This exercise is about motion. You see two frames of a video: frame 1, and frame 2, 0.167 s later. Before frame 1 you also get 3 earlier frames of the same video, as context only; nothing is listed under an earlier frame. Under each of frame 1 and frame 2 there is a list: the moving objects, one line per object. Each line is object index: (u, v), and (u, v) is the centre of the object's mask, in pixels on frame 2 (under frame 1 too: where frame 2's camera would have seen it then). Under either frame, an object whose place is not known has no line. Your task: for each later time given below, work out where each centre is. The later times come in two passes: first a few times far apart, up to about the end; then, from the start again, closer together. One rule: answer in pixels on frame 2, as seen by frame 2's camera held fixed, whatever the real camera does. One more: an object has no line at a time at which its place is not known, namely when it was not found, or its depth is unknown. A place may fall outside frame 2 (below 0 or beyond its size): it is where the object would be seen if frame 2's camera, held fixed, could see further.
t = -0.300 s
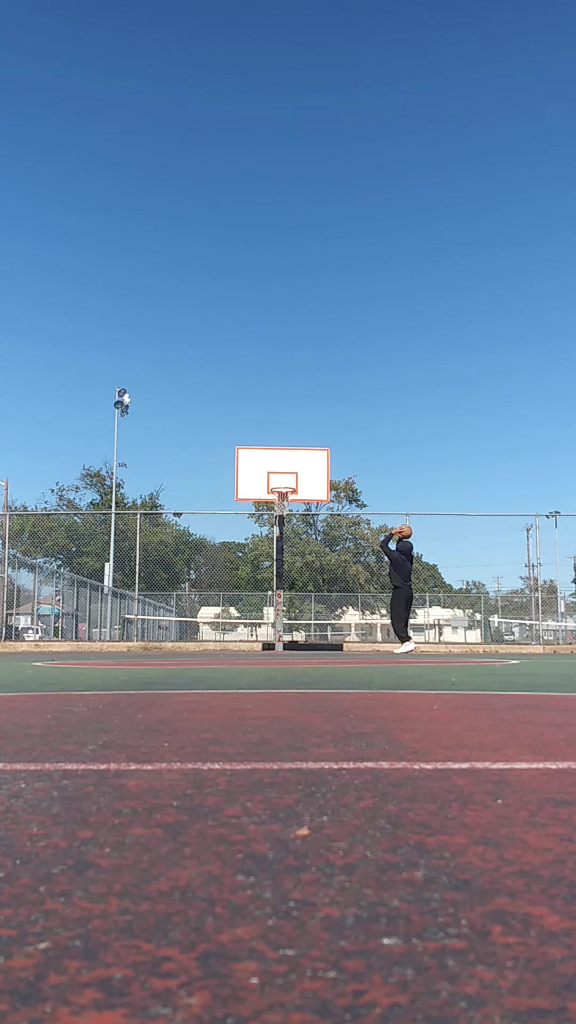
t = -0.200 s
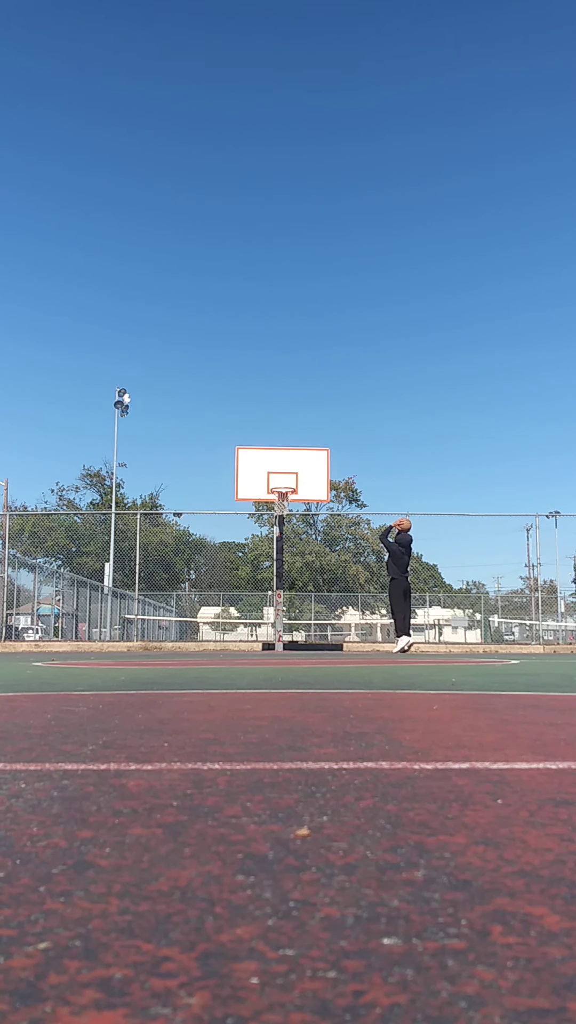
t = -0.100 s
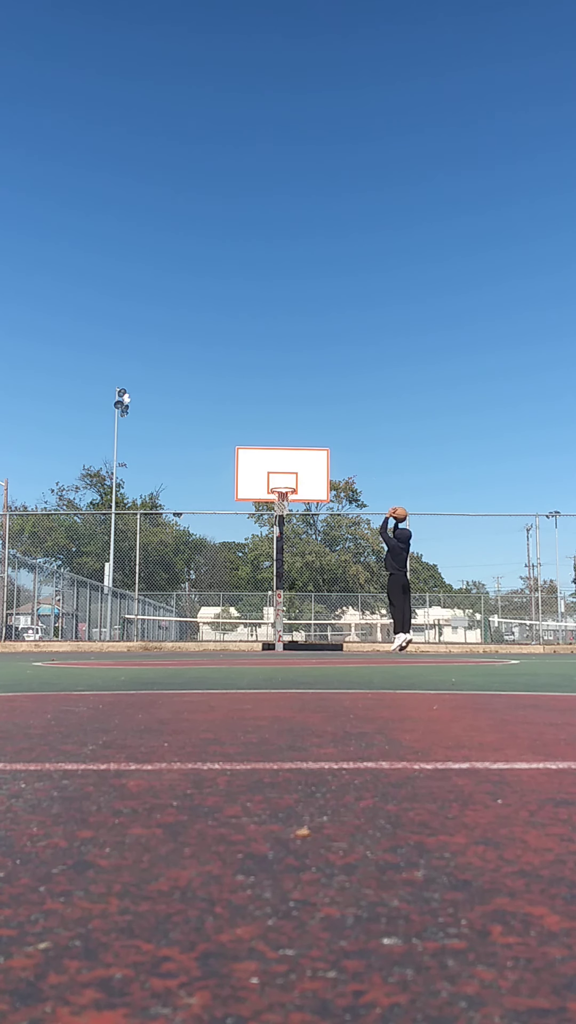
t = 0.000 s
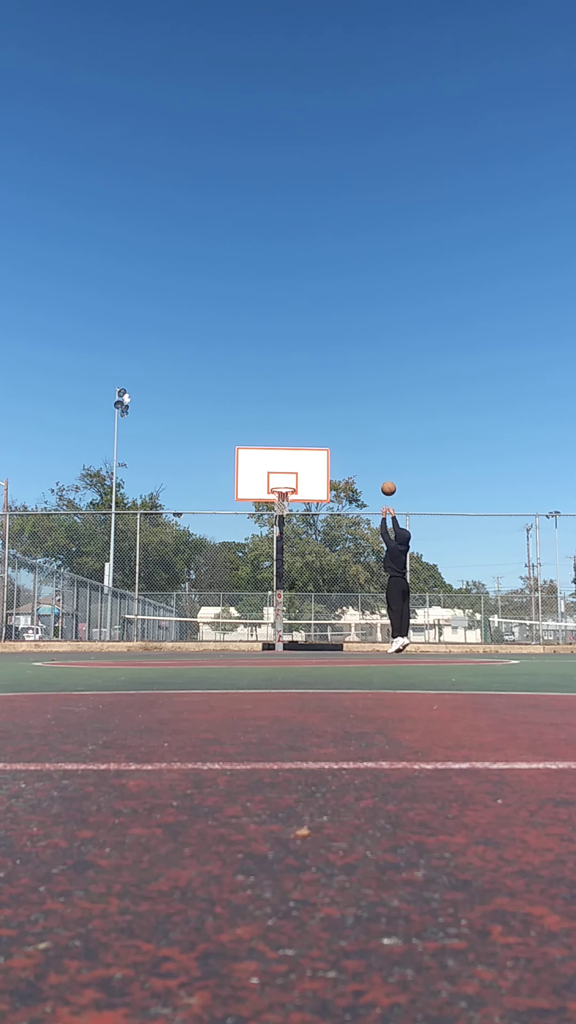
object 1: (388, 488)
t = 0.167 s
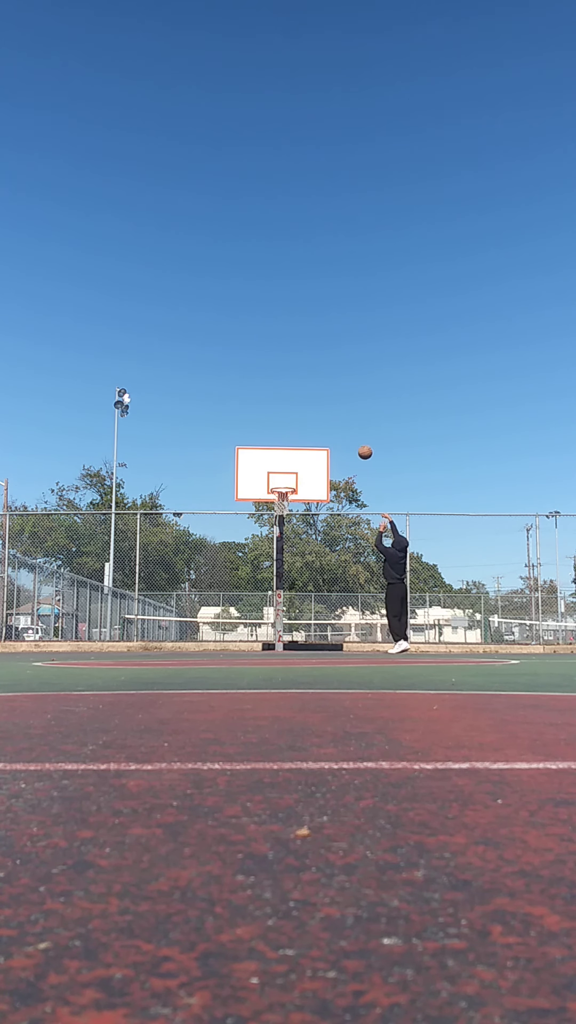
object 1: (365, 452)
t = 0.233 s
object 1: (356, 443)
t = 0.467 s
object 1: (329, 432)
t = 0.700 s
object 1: (306, 451)
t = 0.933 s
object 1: (286, 480)
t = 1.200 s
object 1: (275, 476)
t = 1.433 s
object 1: (268, 492)
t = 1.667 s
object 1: (261, 537)
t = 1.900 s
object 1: (254, 615)
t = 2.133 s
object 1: (249, 597)
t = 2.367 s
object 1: (246, 549)
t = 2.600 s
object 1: (243, 533)
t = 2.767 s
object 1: (240, 540)
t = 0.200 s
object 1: (360, 447)
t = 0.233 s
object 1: (356, 443)
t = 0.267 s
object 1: (352, 439)
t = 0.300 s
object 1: (348, 437)
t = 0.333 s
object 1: (344, 435)
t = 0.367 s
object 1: (340, 433)
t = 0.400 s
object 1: (337, 432)
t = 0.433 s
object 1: (333, 432)
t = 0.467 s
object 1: (329, 432)
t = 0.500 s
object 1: (326, 433)
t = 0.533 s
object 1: (322, 435)
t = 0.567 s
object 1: (319, 437)
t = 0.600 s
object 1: (315, 440)
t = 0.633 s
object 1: (312, 443)
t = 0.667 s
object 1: (309, 447)
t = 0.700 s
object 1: (306, 451)
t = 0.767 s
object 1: (299, 461)
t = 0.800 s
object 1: (296, 467)
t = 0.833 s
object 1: (293, 473)
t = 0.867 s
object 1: (290, 480)
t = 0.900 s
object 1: (288, 481)
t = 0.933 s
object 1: (286, 480)
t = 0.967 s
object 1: (284, 479)
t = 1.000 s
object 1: (282, 479)
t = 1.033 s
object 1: (281, 479)
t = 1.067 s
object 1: (279, 479)
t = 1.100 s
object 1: (278, 478)
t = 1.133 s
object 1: (277, 476)
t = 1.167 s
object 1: (276, 476)
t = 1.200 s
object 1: (275, 476)
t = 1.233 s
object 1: (274, 476)
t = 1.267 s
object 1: (273, 477)
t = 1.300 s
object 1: (272, 479)
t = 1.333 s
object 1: (271, 482)
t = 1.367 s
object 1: (270, 484)
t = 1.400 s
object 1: (269, 488)
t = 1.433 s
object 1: (268, 492)
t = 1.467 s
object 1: (267, 497)
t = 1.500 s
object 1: (266, 502)
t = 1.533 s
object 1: (265, 507)
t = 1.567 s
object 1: (264, 514)
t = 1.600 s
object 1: (263, 521)
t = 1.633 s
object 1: (262, 529)
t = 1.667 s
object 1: (261, 537)
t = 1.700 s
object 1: (260, 546)
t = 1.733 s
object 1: (259, 556)
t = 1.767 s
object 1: (258, 566)
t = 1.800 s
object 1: (257, 577)
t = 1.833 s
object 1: (256, 589)
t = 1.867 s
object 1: (255, 601)
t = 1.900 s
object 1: (254, 615)
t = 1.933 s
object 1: (253, 629)
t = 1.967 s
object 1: (252, 644)
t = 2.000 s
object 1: (251, 638)
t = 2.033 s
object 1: (251, 627)
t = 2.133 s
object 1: (249, 597)
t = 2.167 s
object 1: (249, 588)
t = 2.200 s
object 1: (248, 580)
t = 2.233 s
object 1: (248, 573)
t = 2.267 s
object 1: (247, 566)
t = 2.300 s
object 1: (247, 560)
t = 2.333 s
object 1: (246, 554)
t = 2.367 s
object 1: (246, 549)
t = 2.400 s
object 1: (246, 545)
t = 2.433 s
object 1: (245, 542)
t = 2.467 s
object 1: (244, 539)
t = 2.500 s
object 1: (244, 536)
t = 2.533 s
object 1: (244, 535)
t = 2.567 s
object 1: (243, 534)
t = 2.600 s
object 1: (243, 533)
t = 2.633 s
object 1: (242, 533)
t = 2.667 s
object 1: (242, 534)
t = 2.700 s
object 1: (241, 536)
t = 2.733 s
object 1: (241, 538)
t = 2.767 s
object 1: (240, 540)
